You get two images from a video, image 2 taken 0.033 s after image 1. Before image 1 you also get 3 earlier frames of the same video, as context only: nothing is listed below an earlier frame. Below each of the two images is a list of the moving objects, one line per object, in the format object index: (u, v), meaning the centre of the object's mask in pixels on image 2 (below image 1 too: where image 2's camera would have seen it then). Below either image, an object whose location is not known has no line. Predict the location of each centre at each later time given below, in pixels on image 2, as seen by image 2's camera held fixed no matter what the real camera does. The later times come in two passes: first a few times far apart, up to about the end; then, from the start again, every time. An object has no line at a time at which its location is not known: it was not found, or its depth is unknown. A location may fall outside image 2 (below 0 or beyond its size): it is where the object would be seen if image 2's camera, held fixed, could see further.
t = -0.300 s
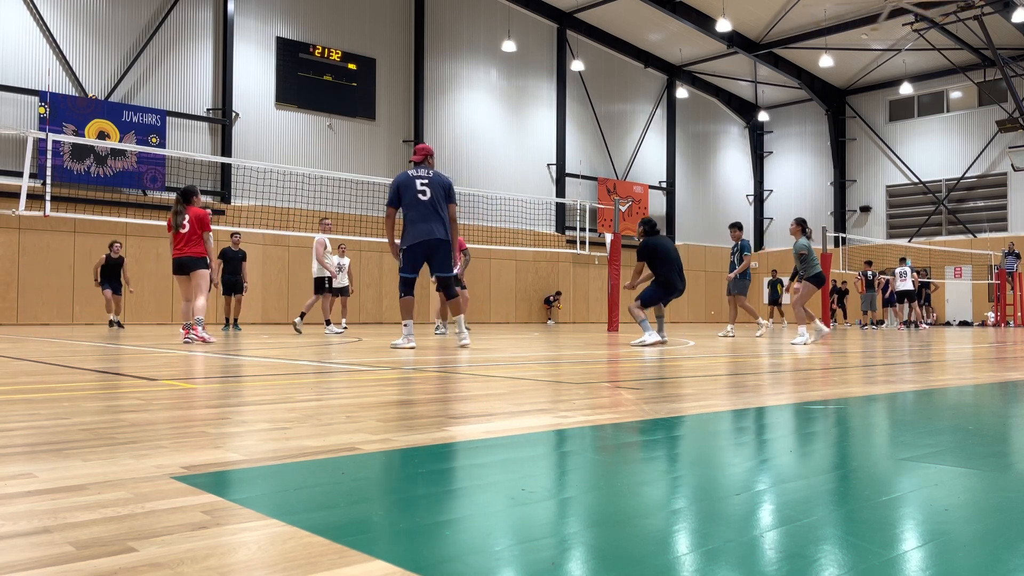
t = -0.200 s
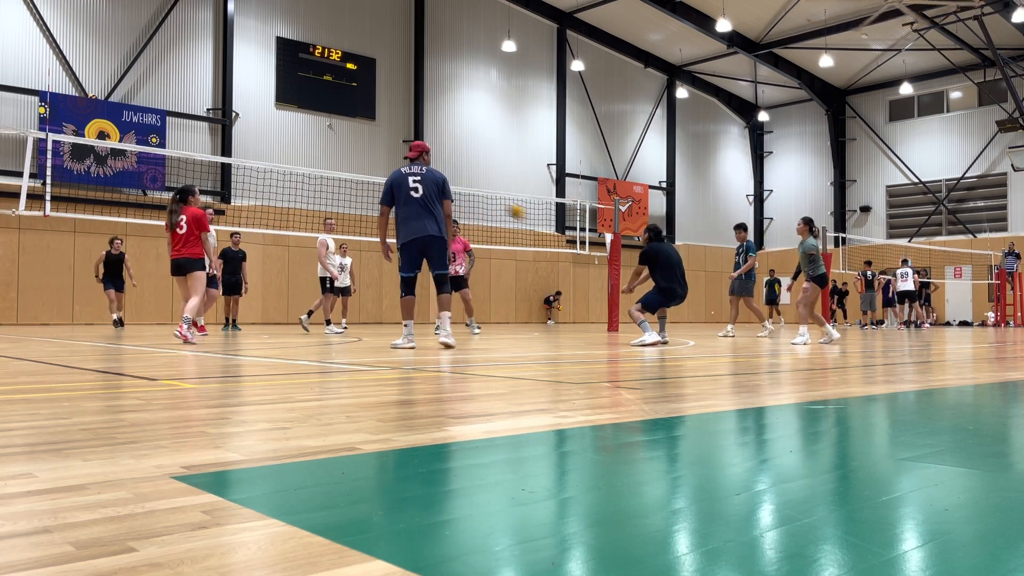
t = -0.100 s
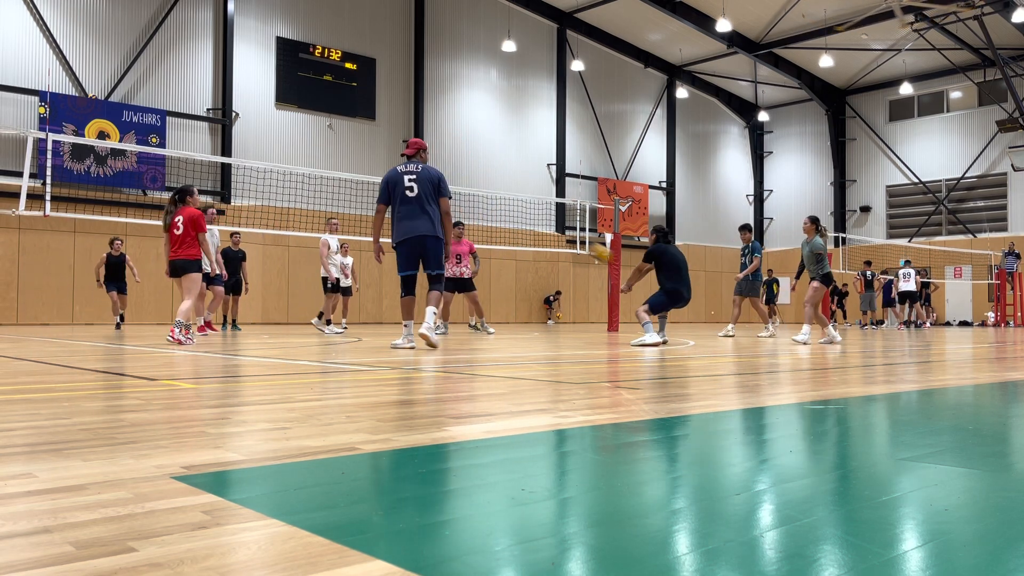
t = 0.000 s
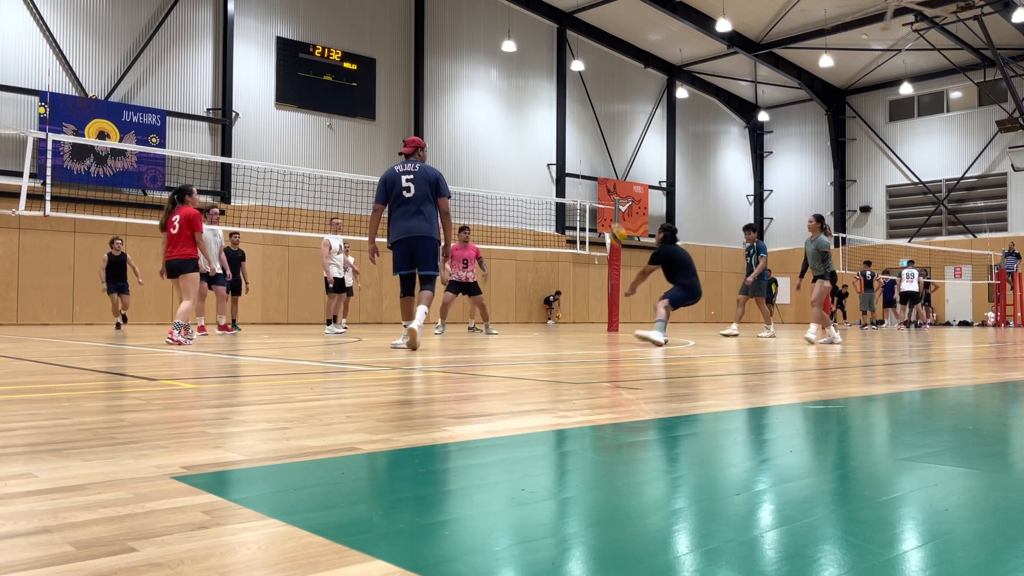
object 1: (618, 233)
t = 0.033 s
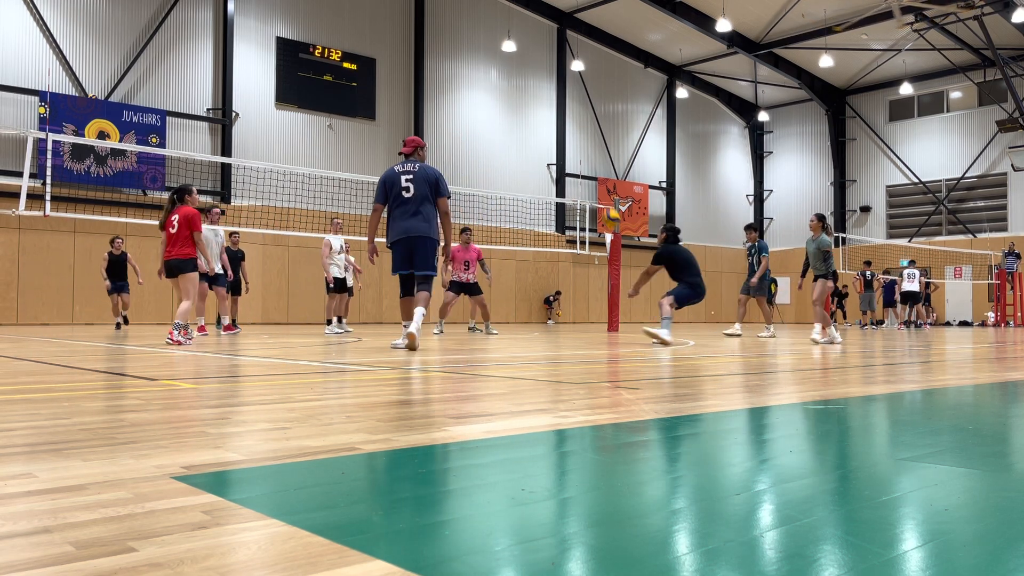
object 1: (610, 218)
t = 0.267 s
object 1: (569, 138)
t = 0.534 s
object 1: (533, 104)
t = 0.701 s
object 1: (513, 108)
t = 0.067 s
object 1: (604, 203)
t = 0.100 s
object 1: (598, 189)
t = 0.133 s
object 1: (592, 177)
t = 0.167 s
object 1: (586, 166)
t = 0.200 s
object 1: (580, 156)
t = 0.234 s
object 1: (575, 146)
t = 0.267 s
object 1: (569, 138)
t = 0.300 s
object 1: (564, 130)
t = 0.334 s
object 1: (560, 124)
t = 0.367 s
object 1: (555, 119)
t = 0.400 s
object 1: (551, 114)
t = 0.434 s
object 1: (546, 110)
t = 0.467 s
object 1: (541, 107)
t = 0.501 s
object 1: (537, 106)
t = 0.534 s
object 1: (533, 104)
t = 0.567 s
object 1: (529, 104)
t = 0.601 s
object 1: (525, 104)
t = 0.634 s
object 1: (521, 104)
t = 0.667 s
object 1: (517, 106)
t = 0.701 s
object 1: (513, 108)
